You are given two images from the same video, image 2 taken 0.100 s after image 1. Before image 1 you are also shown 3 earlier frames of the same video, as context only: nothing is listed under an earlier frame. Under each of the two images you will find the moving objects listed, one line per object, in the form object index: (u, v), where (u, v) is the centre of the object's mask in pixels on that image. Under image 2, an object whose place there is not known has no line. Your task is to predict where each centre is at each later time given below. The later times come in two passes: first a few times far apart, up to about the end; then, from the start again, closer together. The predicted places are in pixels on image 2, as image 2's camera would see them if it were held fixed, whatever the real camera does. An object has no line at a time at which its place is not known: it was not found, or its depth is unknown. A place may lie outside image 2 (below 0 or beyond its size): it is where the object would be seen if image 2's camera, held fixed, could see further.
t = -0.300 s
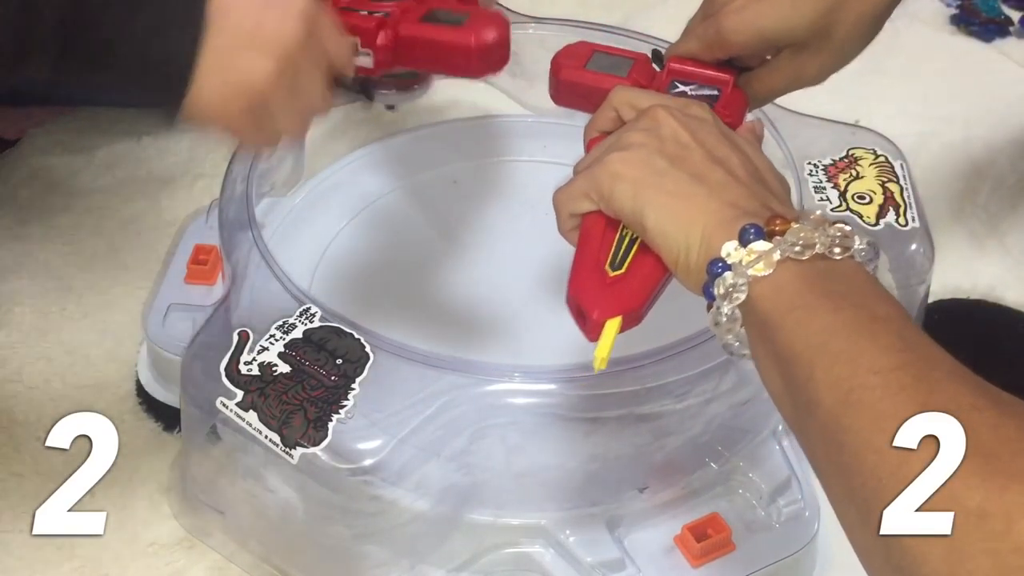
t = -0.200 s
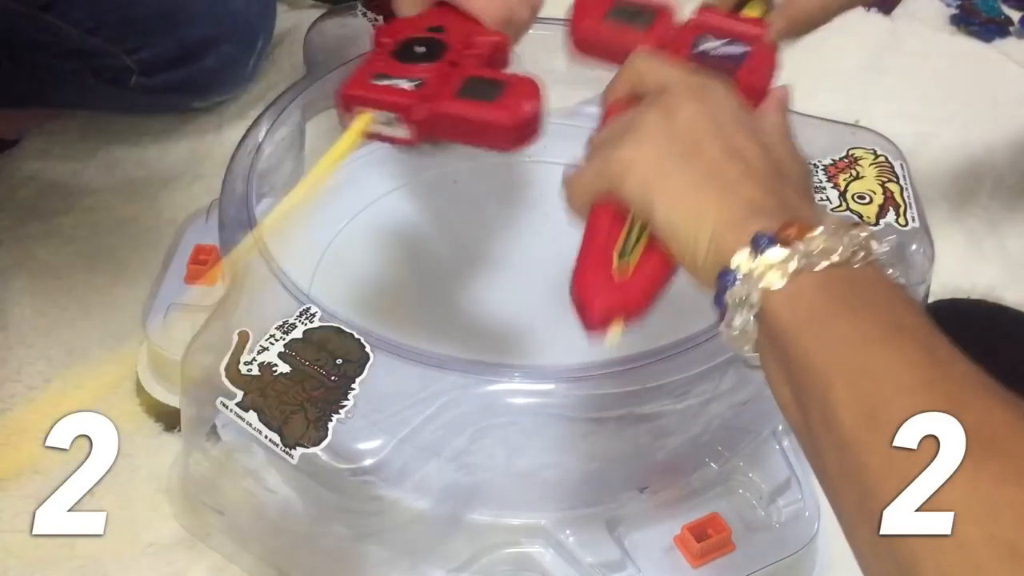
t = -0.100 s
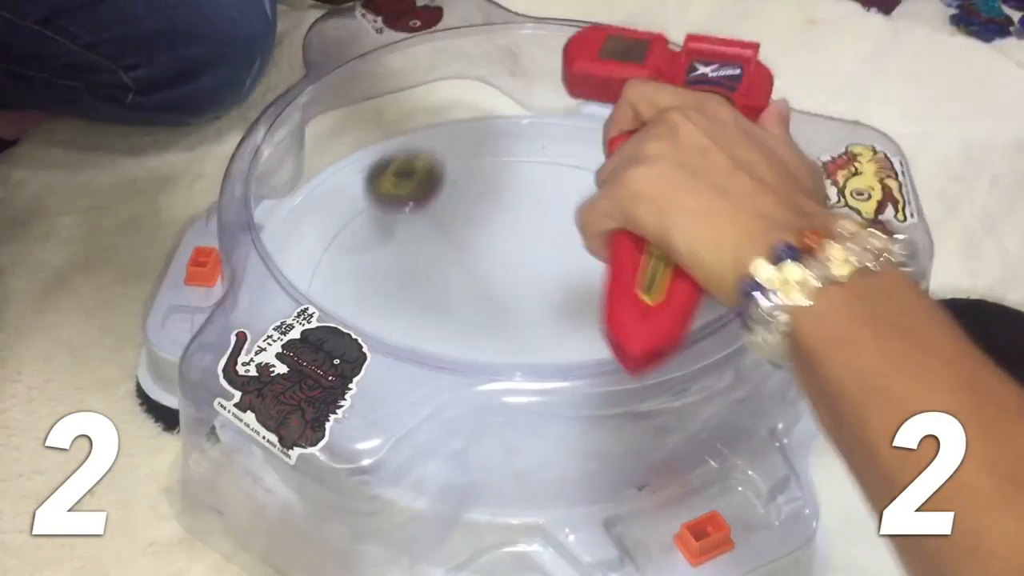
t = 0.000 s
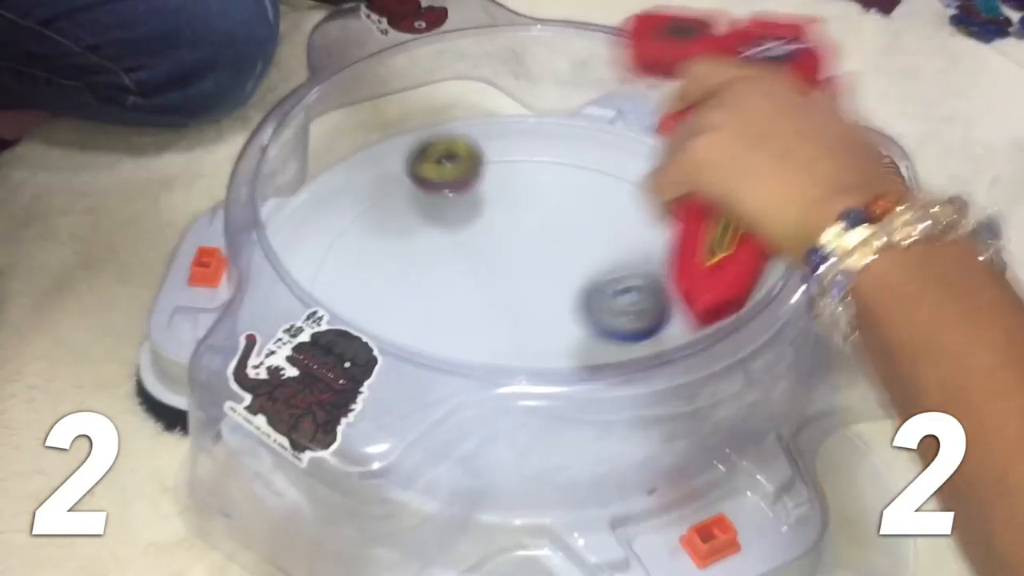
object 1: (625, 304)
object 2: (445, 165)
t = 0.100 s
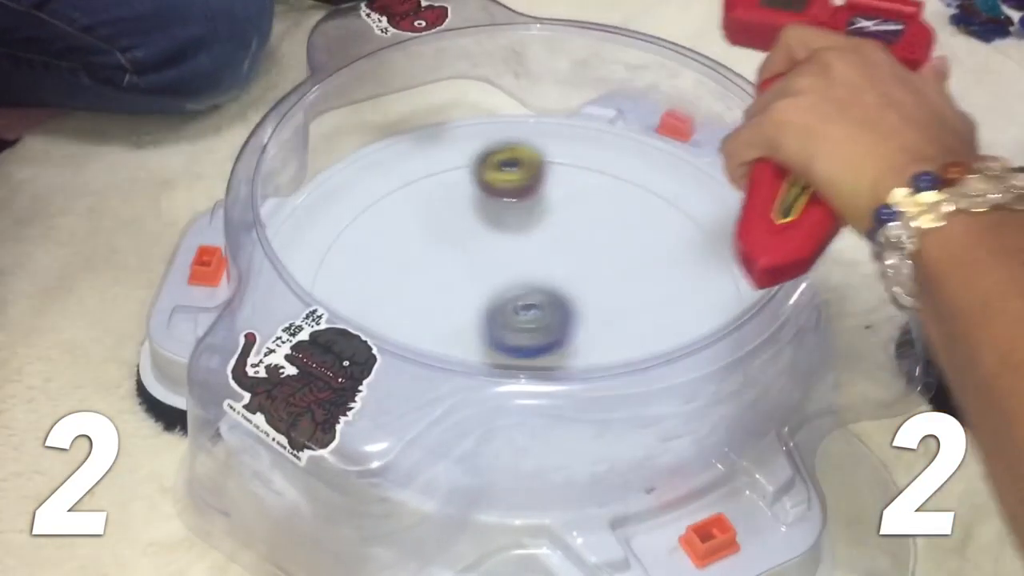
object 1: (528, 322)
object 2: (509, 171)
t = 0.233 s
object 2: (627, 205)
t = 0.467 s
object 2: (691, 381)
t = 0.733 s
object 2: (318, 290)
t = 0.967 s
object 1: (699, 380)
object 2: (619, 156)
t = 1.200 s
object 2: (596, 426)
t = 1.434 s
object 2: (364, 194)
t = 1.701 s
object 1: (580, 439)
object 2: (739, 266)
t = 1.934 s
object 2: (394, 391)
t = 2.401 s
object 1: (431, 414)
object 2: (738, 281)
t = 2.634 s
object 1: (335, 250)
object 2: (392, 388)
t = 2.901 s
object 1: (614, 194)
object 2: (491, 137)
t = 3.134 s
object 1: (723, 359)
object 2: (722, 250)
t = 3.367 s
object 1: (446, 456)
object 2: (534, 412)
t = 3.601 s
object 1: (298, 311)
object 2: (320, 235)
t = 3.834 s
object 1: (444, 208)
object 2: (549, 140)
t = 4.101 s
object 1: (640, 232)
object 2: (684, 309)
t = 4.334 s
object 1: (612, 342)
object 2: (398, 399)
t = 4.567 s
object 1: (448, 319)
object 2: (365, 198)
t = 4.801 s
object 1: (467, 216)
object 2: (580, 169)
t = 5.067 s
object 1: (592, 247)
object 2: (655, 375)
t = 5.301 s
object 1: (519, 316)
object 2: (393, 385)
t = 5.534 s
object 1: (457, 277)
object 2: (370, 212)
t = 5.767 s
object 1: (515, 260)
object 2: (619, 187)
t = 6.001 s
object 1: (533, 304)
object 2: (719, 342)
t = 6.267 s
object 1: (508, 316)
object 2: (430, 400)
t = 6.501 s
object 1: (498, 309)
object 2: (384, 218)
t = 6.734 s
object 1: (506, 299)
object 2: (582, 142)
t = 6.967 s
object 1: (531, 299)
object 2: (714, 267)
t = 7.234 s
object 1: (533, 288)
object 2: (492, 385)
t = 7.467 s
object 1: (523, 293)
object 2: (342, 258)
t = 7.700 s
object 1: (538, 290)
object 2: (453, 155)
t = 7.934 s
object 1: (529, 277)
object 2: (634, 212)
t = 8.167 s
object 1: (507, 280)
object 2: (633, 343)
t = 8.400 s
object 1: (512, 296)
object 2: (456, 392)
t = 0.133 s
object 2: (537, 176)
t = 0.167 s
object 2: (565, 184)
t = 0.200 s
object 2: (595, 192)
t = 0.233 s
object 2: (627, 205)
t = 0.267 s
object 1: (397, 272)
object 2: (657, 220)
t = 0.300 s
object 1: (384, 258)
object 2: (683, 241)
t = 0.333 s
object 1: (375, 243)
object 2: (705, 268)
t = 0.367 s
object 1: (373, 228)
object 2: (716, 294)
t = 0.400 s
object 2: (722, 327)
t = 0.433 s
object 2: (715, 352)
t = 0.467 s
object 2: (691, 381)
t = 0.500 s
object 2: (651, 402)
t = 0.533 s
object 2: (597, 421)
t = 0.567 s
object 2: (539, 429)
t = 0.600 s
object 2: (478, 430)
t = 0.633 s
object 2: (423, 409)
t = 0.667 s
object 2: (385, 389)
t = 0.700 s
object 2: (355, 318)
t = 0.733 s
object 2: (318, 290)
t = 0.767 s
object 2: (320, 252)
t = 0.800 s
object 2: (344, 210)
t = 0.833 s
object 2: (386, 175)
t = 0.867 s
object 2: (439, 151)
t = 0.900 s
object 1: (729, 309)
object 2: (497, 139)
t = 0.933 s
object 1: (721, 337)
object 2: (563, 141)
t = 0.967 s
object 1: (699, 380)
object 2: (619, 156)
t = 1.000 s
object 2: (670, 183)
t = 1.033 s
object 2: (710, 218)
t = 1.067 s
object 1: (559, 440)
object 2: (734, 260)
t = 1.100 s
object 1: (496, 440)
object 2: (737, 311)
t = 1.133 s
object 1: (435, 421)
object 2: (712, 358)
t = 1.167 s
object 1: (393, 402)
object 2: (665, 402)
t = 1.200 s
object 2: (596, 426)
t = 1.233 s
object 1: (328, 300)
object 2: (515, 432)
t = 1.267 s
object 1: (328, 266)
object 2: (434, 416)
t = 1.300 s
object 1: (341, 227)
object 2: (389, 387)
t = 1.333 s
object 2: (351, 315)
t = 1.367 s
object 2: (323, 280)
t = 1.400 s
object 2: (331, 238)
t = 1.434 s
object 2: (364, 194)
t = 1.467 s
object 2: (408, 164)
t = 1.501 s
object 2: (464, 145)
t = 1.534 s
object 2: (523, 138)
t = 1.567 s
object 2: (584, 144)
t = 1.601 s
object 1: (734, 321)
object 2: (635, 161)
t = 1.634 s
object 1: (705, 364)
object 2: (685, 190)
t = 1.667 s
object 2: (718, 223)
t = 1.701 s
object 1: (580, 439)
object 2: (739, 266)
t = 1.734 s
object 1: (501, 440)
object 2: (738, 311)
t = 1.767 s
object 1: (425, 418)
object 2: (711, 357)
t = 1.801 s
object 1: (391, 395)
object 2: (669, 398)
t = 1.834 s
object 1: (349, 312)
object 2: (598, 425)
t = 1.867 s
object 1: (323, 276)
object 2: (522, 431)
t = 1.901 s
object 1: (341, 227)
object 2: (448, 418)
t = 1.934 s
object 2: (394, 391)
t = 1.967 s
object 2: (363, 324)
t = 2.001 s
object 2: (325, 294)
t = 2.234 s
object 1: (739, 346)
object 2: (574, 139)
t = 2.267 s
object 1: (689, 384)
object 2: (623, 153)
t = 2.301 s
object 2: (670, 174)
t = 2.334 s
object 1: (552, 420)
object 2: (707, 208)
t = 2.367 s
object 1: (488, 421)
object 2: (731, 243)
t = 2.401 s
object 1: (431, 414)
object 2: (738, 281)
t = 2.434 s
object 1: (389, 404)
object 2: (729, 334)
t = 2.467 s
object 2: (698, 374)
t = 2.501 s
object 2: (650, 406)
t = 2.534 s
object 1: (286, 308)
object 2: (581, 426)
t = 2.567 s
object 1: (302, 291)
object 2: (504, 428)
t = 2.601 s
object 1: (320, 266)
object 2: (440, 413)
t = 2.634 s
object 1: (335, 250)
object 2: (392, 388)
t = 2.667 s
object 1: (363, 231)
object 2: (361, 322)
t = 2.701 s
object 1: (397, 216)
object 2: (326, 294)
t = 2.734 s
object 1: (434, 201)
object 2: (324, 260)
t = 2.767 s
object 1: (469, 192)
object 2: (340, 225)
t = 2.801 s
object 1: (506, 186)
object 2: (366, 192)
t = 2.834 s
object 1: (545, 184)
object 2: (401, 166)
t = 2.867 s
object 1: (581, 187)
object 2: (449, 147)
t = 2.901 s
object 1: (614, 194)
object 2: (491, 137)
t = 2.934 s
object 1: (645, 203)
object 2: (541, 137)
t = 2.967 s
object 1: (672, 217)
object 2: (593, 143)
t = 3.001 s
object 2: (638, 159)
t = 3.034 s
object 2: (682, 184)
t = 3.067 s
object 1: (727, 290)
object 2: (701, 201)
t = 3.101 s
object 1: (735, 330)
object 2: (713, 224)
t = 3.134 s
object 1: (723, 359)
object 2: (722, 250)
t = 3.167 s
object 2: (723, 280)
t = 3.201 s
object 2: (711, 306)
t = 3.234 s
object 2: (697, 343)
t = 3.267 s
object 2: (667, 369)
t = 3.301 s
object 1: (548, 454)
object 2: (626, 392)
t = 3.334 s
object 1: (494, 458)
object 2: (585, 410)
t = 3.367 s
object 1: (446, 456)
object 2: (534, 412)
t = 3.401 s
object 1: (401, 444)
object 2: (482, 404)
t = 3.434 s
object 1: (378, 437)
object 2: (444, 382)
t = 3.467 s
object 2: (407, 354)
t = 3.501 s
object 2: (375, 319)
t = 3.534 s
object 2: (348, 296)
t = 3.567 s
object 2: (326, 268)
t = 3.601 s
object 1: (298, 311)
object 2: (320, 235)
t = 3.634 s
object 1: (314, 295)
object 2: (343, 210)
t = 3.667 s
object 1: (334, 280)
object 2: (368, 186)
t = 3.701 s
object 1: (344, 264)
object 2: (396, 166)
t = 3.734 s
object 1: (366, 248)
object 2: (433, 153)
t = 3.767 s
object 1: (390, 233)
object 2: (470, 142)
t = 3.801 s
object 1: (417, 218)
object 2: (509, 140)
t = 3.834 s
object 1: (444, 208)
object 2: (549, 140)
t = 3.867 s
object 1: (473, 200)
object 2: (587, 147)
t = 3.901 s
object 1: (501, 196)
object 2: (619, 158)
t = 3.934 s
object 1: (529, 195)
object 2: (649, 174)
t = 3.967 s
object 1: (556, 196)
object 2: (672, 194)
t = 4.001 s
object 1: (581, 202)
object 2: (689, 220)
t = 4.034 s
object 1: (604, 209)
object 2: (697, 250)
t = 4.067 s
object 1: (624, 218)
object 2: (696, 278)
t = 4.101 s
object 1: (640, 232)
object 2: (684, 309)
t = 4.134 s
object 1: (653, 248)
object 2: (664, 337)
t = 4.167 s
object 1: (661, 265)
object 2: (630, 371)
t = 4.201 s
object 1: (662, 283)
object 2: (591, 389)
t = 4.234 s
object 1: (657, 301)
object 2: (541, 406)
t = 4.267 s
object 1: (647, 317)
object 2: (487, 415)
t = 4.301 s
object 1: (631, 331)
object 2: (441, 410)
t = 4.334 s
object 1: (612, 342)
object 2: (398, 399)
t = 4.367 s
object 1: (587, 355)
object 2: (386, 381)
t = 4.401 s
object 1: (561, 354)
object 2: (364, 320)
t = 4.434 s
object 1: (535, 350)
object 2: (337, 300)
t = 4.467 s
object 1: (510, 347)
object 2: (324, 276)
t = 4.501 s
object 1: (486, 340)
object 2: (326, 251)
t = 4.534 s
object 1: (464, 331)
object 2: (346, 225)
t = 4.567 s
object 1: (448, 319)
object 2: (365, 198)
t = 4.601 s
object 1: (437, 304)
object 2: (387, 177)
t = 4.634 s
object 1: (430, 286)
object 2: (415, 159)
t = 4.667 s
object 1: (430, 271)
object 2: (446, 151)
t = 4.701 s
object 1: (434, 254)
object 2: (480, 148)
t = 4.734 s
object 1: (441, 240)
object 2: (515, 149)
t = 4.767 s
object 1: (452, 226)
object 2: (548, 158)
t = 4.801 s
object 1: (467, 216)
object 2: (580, 169)
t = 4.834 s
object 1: (484, 207)
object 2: (611, 188)
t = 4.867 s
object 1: (504, 204)
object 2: (638, 208)
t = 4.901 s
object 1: (524, 203)
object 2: (661, 233)
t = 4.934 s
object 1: (544, 206)
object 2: (676, 261)
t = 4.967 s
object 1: (562, 212)
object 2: (685, 290)
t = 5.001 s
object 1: (577, 222)
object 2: (682, 317)
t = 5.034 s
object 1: (587, 233)
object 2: (675, 350)
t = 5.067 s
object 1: (592, 247)
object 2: (655, 375)
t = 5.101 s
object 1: (592, 261)
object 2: (632, 402)
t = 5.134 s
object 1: (587, 276)
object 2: (593, 420)
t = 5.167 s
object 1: (578, 287)
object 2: (551, 431)
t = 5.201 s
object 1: (567, 297)
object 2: (506, 427)
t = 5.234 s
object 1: (551, 305)
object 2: (460, 412)
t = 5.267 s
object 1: (535, 311)
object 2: (417, 399)
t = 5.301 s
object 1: (519, 316)
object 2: (393, 385)
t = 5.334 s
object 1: (507, 314)
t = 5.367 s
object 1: (493, 313)
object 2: (353, 313)
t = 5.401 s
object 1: (480, 308)
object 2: (329, 296)
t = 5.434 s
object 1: (472, 303)
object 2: (330, 273)
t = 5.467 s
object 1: (465, 294)
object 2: (332, 252)
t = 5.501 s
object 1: (459, 284)
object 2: (348, 230)
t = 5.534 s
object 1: (457, 277)
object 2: (370, 212)
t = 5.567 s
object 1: (460, 272)
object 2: (397, 197)
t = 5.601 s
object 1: (466, 268)
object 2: (431, 186)
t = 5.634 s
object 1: (476, 265)
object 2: (466, 179)
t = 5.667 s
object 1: (487, 262)
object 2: (504, 175)
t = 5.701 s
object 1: (498, 259)
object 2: (542, 175)
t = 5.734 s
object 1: (508, 259)
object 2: (583, 179)
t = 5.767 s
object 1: (515, 260)
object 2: (619, 187)
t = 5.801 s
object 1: (521, 261)
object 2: (653, 199)
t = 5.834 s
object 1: (523, 265)
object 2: (686, 217)
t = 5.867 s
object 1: (527, 270)
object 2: (710, 236)
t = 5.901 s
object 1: (530, 276)
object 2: (730, 261)
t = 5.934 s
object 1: (532, 285)
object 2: (736, 282)
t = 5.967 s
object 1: (533, 294)
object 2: (733, 311)
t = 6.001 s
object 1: (533, 304)
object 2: (719, 342)
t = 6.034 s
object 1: (533, 311)
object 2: (699, 365)
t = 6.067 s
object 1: (533, 314)
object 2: (674, 393)
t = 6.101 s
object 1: (531, 313)
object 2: (637, 411)
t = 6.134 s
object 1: (527, 314)
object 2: (594, 421)
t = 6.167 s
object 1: (521, 316)
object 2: (550, 425)
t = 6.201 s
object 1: (515, 316)
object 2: (509, 424)
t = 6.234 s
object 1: (511, 317)
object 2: (468, 413)
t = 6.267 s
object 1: (508, 316)
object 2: (430, 400)
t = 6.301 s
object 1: (506, 316)
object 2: (406, 376)
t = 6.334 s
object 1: (503, 317)
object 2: (393, 339)
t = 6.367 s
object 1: (502, 315)
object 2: (375, 316)
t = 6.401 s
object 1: (500, 314)
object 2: (362, 295)
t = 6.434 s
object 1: (499, 312)
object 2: (360, 271)
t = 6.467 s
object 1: (498, 309)
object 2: (369, 245)
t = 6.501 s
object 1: (498, 309)
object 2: (384, 218)
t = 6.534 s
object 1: (498, 306)
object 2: (404, 194)
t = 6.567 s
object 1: (498, 304)
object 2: (427, 175)
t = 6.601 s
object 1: (499, 303)
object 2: (454, 159)
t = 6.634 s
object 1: (500, 302)
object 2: (484, 149)
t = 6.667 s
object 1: (501, 301)
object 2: (516, 142)
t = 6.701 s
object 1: (504, 300)
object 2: (548, 140)
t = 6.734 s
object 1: (506, 299)
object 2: (582, 142)
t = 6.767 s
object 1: (510, 299)
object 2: (611, 151)
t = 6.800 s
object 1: (514, 300)
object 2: (639, 164)
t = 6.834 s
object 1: (518, 300)
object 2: (667, 181)
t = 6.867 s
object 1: (522, 301)
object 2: (688, 199)
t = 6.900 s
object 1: (525, 301)
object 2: (703, 219)
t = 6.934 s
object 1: (528, 300)
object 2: (713, 243)
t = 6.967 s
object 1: (531, 299)
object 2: (714, 267)
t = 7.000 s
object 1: (533, 298)
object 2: (708, 293)
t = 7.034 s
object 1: (535, 296)
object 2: (691, 316)
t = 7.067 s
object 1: (536, 293)
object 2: (671, 343)
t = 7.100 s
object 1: (537, 291)
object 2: (643, 362)
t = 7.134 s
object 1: (537, 289)
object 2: (610, 376)
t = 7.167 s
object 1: (537, 289)
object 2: (573, 385)
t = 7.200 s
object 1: (535, 288)
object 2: (533, 389)
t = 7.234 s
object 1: (533, 288)
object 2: (492, 385)
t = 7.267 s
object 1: (530, 289)
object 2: (453, 375)
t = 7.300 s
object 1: (527, 290)
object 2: (422, 364)
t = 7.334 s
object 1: (525, 292)
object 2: (401, 345)
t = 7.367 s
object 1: (523, 292)
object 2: (377, 316)
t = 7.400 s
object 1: (522, 292)
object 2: (359, 299)
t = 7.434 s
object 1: (522, 293)
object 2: (347, 280)
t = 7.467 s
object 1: (523, 293)
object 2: (342, 258)
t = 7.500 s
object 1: (525, 293)
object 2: (345, 237)
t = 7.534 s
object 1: (528, 293)
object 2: (353, 217)
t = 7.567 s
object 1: (530, 294)
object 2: (365, 200)
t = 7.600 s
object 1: (533, 294)
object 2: (382, 183)
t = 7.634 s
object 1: (535, 293)
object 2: (401, 172)
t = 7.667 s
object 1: (537, 291)
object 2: (425, 161)
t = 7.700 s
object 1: (538, 290)
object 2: (453, 155)
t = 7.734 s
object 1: (539, 288)
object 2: (481, 153)
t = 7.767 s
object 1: (538, 285)
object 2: (510, 154)
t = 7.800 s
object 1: (537, 283)
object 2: (538, 159)
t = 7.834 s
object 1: (536, 281)
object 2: (567, 168)
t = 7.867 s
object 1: (534, 280)
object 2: (593, 181)
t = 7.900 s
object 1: (532, 279)
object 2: (615, 195)
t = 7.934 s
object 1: (529, 277)
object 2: (634, 212)
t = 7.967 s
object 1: (525, 277)
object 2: (650, 231)
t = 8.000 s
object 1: (522, 277)
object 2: (660, 252)
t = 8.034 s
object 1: (518, 277)
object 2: (665, 273)
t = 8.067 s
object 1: (514, 276)
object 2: (666, 294)
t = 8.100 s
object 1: (512, 276)
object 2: (660, 316)
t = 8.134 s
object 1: (509, 277)
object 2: (649, 330)
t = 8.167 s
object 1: (507, 280)
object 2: (633, 343)
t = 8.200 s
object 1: (506, 282)
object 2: (618, 370)
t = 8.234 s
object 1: (504, 284)
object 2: (598, 383)
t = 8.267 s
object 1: (504, 287)
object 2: (570, 391)
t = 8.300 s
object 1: (505, 289)
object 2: (544, 398)
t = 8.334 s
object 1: (507, 292)
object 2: (515, 400)
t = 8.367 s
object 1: (510, 295)
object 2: (484, 398)
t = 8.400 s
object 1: (512, 296)
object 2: (456, 392)
